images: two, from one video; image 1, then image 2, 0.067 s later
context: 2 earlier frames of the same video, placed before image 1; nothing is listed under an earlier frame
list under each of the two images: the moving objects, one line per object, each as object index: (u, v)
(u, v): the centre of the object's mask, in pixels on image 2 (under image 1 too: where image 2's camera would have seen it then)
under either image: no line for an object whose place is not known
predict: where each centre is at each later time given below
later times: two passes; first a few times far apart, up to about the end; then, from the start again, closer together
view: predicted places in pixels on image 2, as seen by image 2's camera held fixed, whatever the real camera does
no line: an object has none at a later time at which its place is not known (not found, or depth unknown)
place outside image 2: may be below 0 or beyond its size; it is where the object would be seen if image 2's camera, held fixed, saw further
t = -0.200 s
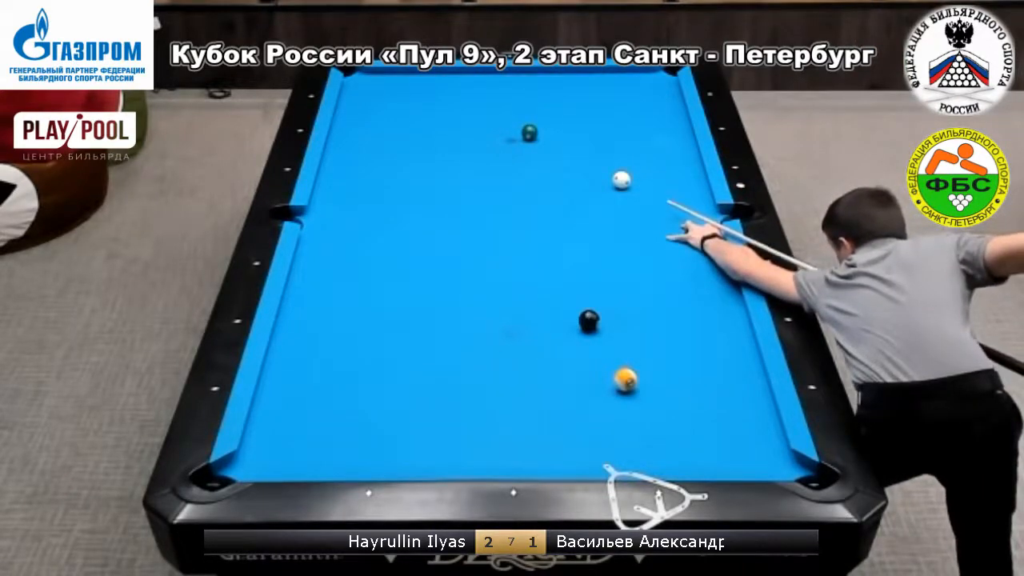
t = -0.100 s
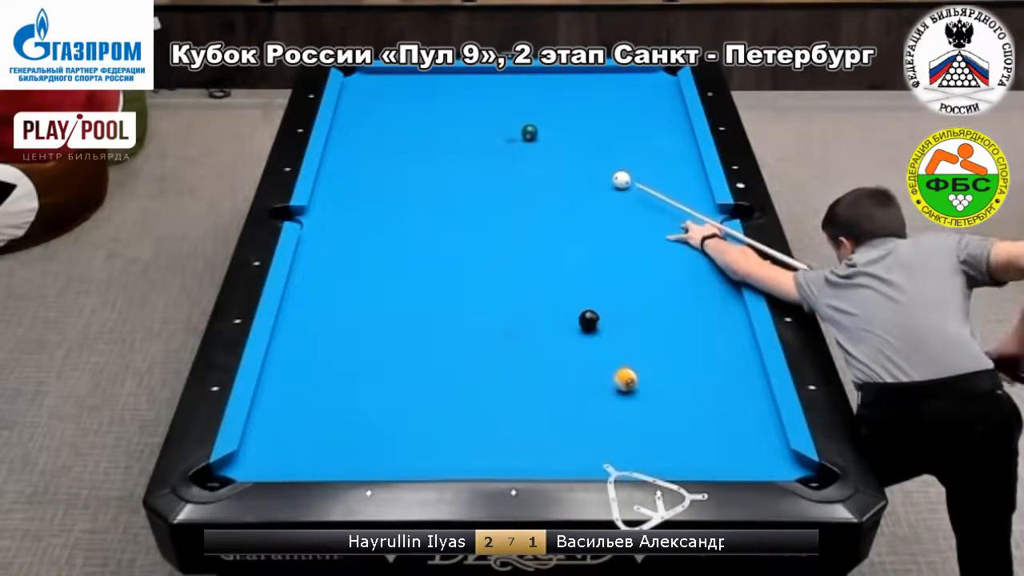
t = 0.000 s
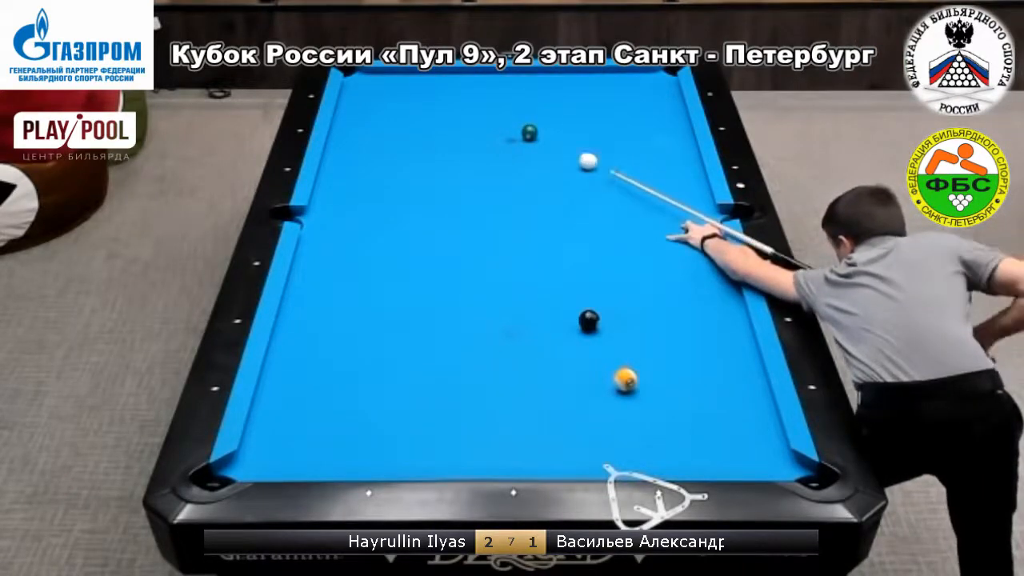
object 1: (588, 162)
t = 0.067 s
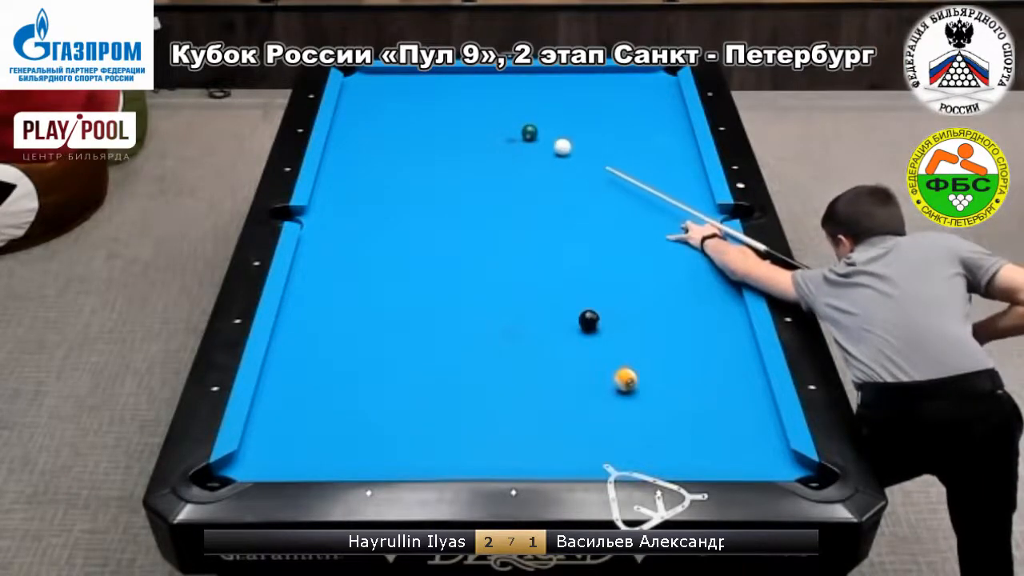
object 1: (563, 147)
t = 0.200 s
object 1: (548, 132)
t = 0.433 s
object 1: (552, 117)
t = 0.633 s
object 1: (551, 103)
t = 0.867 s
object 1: (549, 89)
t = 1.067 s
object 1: (549, 77)
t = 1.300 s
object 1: (549, 74)
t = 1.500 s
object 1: (551, 81)
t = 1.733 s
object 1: (553, 89)
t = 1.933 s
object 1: (554, 95)
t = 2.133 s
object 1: (555, 101)
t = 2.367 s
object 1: (556, 108)
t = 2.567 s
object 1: (558, 113)
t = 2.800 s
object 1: (560, 118)
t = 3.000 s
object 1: (561, 124)
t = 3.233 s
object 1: (563, 129)
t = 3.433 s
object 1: (564, 133)
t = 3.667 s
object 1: (565, 137)
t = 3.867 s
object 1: (565, 140)
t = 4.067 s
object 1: (565, 143)
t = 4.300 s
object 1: (565, 146)
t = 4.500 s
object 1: (565, 148)
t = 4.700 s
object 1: (565, 150)
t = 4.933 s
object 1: (566, 151)
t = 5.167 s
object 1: (566, 152)
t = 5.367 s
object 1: (566, 153)
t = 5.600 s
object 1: (566, 152)
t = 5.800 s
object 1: (566, 152)
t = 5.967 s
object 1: (567, 152)
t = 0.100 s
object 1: (551, 140)
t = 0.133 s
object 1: (544, 136)
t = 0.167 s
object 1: (547, 134)
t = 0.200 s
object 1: (548, 132)
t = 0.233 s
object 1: (550, 130)
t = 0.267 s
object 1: (551, 128)
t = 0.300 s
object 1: (552, 126)
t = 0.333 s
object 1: (552, 124)
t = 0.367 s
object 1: (552, 121)
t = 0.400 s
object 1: (552, 119)
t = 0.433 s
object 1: (552, 117)
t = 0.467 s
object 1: (551, 114)
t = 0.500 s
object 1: (551, 112)
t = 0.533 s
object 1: (551, 110)
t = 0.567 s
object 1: (551, 108)
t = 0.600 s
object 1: (551, 105)
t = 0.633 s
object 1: (551, 103)
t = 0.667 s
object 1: (551, 101)
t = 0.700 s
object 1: (550, 99)
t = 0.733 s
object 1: (550, 97)
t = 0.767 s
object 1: (550, 95)
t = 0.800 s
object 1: (550, 92)
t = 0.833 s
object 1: (550, 91)
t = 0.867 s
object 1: (549, 89)
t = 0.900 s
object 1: (549, 86)
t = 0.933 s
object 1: (549, 85)
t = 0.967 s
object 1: (549, 83)
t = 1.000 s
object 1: (549, 81)
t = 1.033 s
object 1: (549, 79)
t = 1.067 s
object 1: (549, 77)
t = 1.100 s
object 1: (549, 75)
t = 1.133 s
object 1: (549, 73)
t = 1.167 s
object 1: (549, 72)
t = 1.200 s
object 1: (549, 72)
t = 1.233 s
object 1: (549, 73)
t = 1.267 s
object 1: (549, 74)
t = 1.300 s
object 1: (549, 74)
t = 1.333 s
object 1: (550, 76)
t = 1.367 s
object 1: (550, 77)
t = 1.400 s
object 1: (550, 78)
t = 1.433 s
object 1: (551, 79)
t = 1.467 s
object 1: (551, 80)
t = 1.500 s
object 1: (551, 81)
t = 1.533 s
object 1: (551, 82)
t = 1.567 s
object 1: (551, 83)
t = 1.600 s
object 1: (552, 85)
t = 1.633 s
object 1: (552, 85)
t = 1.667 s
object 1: (552, 86)
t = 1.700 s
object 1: (552, 88)
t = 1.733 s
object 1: (553, 89)
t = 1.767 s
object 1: (553, 90)
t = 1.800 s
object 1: (553, 91)
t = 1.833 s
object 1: (553, 92)
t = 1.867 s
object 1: (554, 93)
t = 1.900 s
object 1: (553, 94)
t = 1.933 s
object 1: (554, 95)
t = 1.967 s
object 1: (554, 96)
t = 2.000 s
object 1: (554, 97)
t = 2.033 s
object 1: (554, 98)
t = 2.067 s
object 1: (554, 99)
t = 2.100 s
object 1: (555, 100)
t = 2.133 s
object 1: (555, 101)
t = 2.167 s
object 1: (555, 102)
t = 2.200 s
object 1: (555, 103)
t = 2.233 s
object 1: (555, 104)
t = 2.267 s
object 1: (556, 105)
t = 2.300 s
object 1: (556, 106)
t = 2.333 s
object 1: (556, 107)
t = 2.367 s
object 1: (556, 108)
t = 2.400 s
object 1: (557, 108)
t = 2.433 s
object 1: (557, 109)
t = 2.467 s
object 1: (558, 110)
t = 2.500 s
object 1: (558, 111)
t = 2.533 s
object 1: (558, 112)
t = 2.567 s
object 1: (558, 113)
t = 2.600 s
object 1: (559, 114)
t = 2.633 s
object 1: (559, 115)
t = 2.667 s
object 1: (559, 115)
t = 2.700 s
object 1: (560, 116)
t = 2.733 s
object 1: (560, 117)
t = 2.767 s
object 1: (560, 118)
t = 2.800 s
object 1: (560, 118)
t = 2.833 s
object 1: (560, 120)
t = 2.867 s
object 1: (561, 120)
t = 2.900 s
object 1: (561, 121)
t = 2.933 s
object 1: (561, 122)
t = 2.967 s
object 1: (561, 122)
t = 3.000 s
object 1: (561, 124)
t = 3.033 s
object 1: (562, 124)
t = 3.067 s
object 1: (562, 125)
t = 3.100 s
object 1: (562, 126)
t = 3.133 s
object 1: (562, 126)
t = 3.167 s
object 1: (562, 127)
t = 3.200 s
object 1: (563, 128)
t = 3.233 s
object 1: (563, 129)
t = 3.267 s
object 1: (563, 129)
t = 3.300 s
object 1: (563, 130)
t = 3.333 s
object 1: (564, 131)
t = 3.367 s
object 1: (564, 132)
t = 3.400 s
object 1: (564, 132)
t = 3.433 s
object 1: (564, 133)
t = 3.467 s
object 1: (564, 134)
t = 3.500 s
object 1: (564, 134)
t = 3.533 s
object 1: (564, 135)
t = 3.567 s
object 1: (564, 135)
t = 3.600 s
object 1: (565, 136)
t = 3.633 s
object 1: (565, 136)
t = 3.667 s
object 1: (565, 137)
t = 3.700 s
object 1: (565, 138)
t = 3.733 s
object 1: (565, 138)
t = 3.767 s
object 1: (565, 139)
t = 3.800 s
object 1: (565, 139)
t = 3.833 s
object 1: (565, 140)
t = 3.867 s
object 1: (565, 140)
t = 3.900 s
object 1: (565, 141)
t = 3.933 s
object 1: (565, 141)
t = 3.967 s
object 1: (565, 141)
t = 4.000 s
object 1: (565, 142)
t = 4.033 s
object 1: (565, 143)
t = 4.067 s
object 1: (565, 143)
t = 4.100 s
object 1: (565, 143)
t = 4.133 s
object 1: (565, 144)
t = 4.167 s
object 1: (565, 144)
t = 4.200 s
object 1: (565, 145)
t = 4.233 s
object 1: (565, 145)
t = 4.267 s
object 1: (565, 146)
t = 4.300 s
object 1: (565, 146)
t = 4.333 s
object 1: (565, 146)
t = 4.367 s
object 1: (565, 147)
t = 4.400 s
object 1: (565, 147)
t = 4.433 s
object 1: (565, 147)
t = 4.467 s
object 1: (565, 148)
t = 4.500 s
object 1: (565, 148)
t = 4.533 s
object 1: (565, 148)
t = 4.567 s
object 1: (565, 149)
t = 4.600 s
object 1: (565, 149)
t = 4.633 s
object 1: (565, 149)
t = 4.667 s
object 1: (565, 150)
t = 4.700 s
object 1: (565, 150)
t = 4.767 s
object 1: (566, 150)
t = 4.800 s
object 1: (566, 150)
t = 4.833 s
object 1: (566, 150)
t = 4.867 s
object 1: (566, 151)
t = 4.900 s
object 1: (566, 151)
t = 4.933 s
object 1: (566, 151)
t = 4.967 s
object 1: (566, 151)
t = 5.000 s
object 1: (566, 151)
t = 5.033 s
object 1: (566, 152)
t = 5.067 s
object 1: (566, 152)
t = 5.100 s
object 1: (566, 152)
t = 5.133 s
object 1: (566, 152)
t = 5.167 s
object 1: (566, 152)
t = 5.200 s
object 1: (566, 152)
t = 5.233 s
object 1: (566, 152)
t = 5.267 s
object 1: (566, 152)
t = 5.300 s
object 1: (566, 152)
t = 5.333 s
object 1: (566, 152)
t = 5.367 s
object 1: (566, 153)
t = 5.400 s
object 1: (566, 152)
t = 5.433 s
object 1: (566, 152)
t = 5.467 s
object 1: (566, 152)
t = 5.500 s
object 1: (566, 152)
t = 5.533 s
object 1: (566, 152)
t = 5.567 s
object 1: (566, 153)
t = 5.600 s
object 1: (566, 152)
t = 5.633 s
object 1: (566, 152)
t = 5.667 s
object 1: (566, 152)
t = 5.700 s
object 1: (566, 152)
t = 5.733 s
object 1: (566, 152)
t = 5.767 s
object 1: (566, 152)
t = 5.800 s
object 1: (566, 152)
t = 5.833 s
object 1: (566, 152)
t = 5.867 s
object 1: (566, 152)
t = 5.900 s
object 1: (566, 152)
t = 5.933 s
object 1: (566, 152)
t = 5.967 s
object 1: (567, 152)
